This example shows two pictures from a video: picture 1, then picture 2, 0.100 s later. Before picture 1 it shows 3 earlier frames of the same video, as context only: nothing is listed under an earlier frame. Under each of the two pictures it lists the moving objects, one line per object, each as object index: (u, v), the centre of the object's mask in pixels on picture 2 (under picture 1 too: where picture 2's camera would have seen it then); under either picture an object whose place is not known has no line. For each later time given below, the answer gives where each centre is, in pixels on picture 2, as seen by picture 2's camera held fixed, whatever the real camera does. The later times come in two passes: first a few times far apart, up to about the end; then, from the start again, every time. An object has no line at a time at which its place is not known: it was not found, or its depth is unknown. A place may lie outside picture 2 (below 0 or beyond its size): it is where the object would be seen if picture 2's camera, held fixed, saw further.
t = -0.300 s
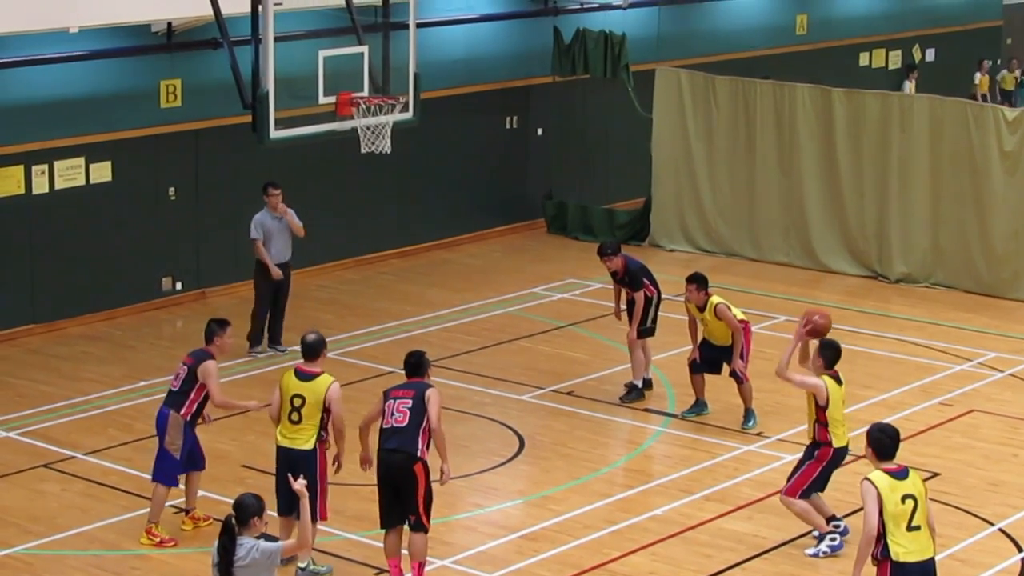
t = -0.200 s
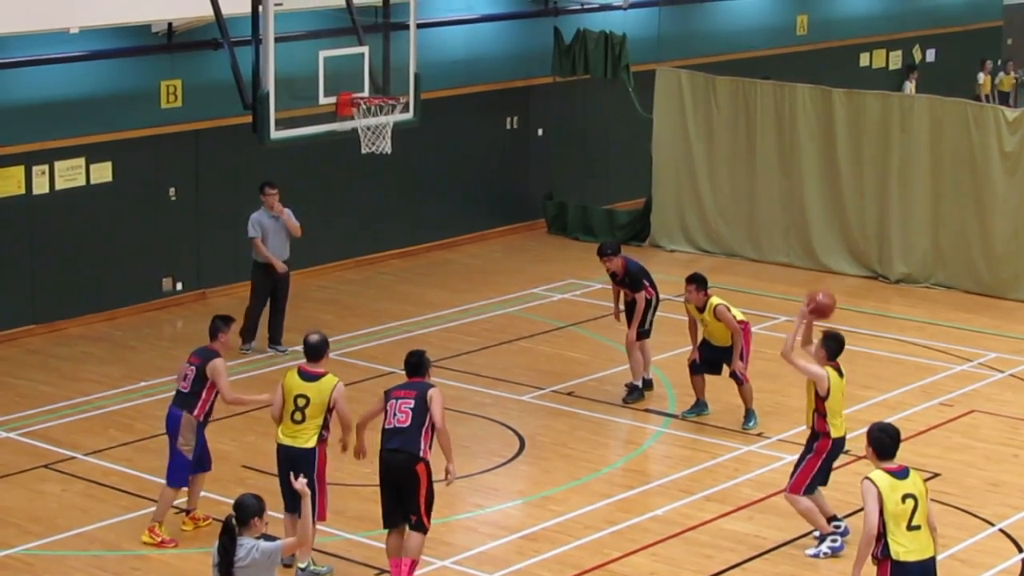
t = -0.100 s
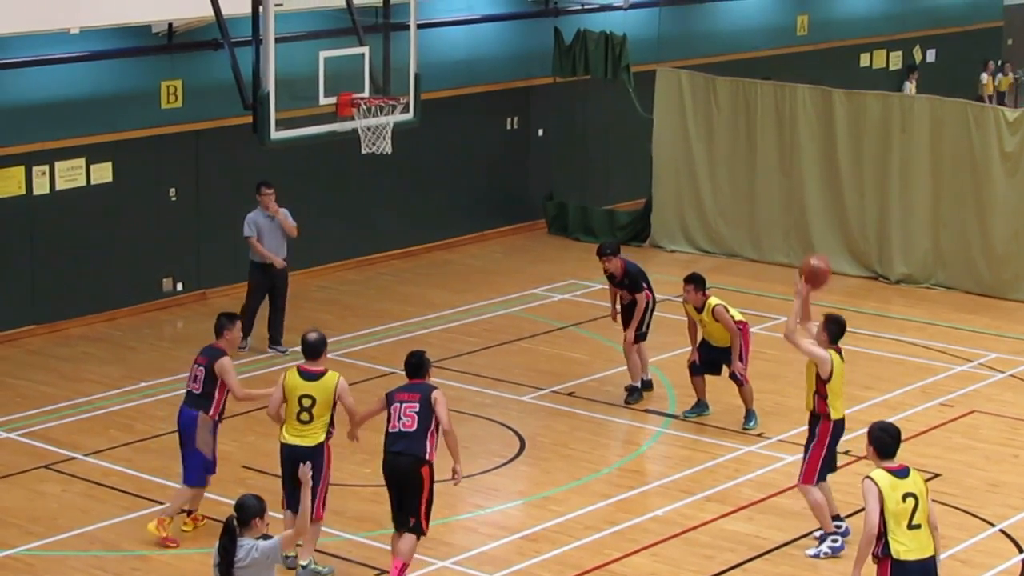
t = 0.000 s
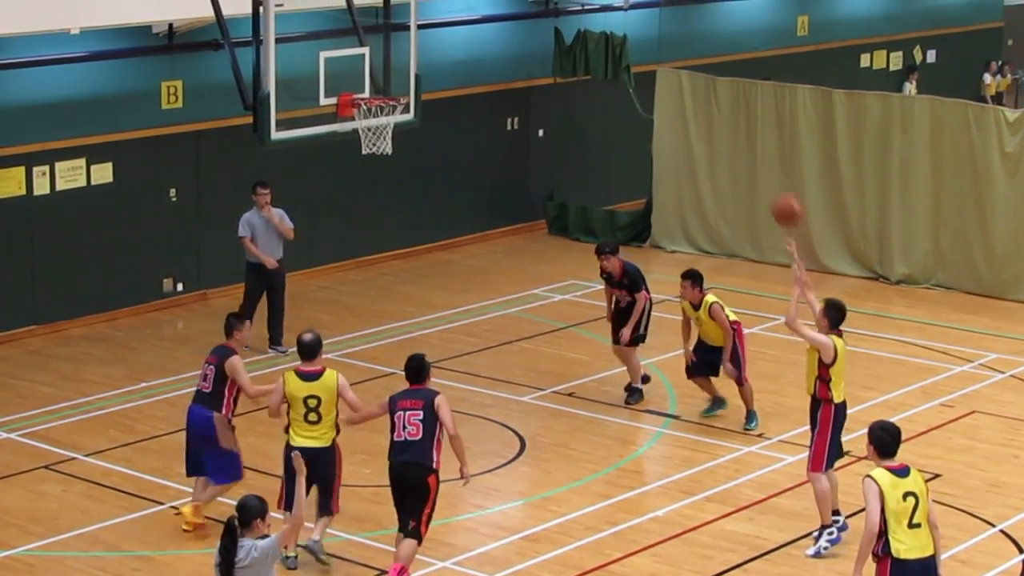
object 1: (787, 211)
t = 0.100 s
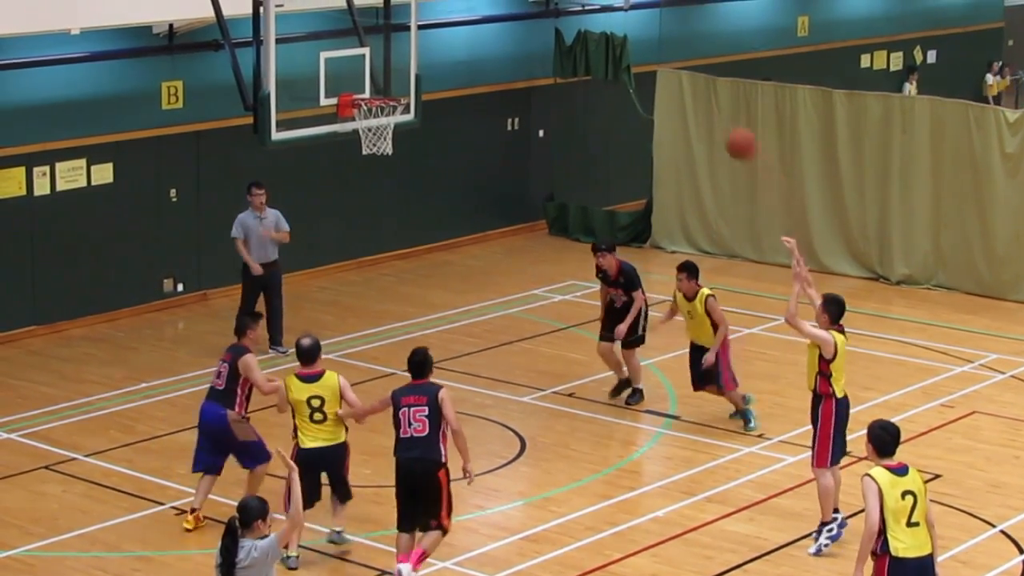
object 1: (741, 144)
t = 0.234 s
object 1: (679, 76)
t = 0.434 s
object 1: (591, 20)
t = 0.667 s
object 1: (494, 18)
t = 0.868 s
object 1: (416, 66)
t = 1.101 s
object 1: (360, 137)
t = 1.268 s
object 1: (379, 192)
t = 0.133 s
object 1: (725, 125)
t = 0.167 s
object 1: (710, 107)
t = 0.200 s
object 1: (694, 91)
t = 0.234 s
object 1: (679, 76)
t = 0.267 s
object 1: (664, 62)
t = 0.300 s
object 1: (650, 51)
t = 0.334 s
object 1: (636, 41)
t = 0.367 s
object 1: (621, 33)
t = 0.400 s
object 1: (606, 25)
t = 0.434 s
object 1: (591, 20)
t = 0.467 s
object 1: (576, 15)
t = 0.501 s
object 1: (562, 12)
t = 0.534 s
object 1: (549, 11)
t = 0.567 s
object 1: (536, 11)
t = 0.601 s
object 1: (522, 12)
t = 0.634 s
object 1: (508, 13)
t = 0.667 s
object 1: (494, 18)
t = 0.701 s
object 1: (480, 23)
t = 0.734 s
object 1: (467, 29)
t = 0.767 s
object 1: (453, 36)
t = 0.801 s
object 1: (441, 45)
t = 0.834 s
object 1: (429, 55)
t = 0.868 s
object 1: (416, 66)
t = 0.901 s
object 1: (404, 78)
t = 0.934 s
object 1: (393, 89)
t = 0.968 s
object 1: (381, 103)
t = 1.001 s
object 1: (368, 117)
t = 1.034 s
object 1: (360, 127)
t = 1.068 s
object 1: (356, 127)
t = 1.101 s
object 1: (360, 137)
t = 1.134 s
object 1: (364, 144)
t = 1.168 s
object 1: (368, 154)
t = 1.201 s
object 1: (371, 166)
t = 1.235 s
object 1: (375, 178)
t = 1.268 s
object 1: (379, 192)
